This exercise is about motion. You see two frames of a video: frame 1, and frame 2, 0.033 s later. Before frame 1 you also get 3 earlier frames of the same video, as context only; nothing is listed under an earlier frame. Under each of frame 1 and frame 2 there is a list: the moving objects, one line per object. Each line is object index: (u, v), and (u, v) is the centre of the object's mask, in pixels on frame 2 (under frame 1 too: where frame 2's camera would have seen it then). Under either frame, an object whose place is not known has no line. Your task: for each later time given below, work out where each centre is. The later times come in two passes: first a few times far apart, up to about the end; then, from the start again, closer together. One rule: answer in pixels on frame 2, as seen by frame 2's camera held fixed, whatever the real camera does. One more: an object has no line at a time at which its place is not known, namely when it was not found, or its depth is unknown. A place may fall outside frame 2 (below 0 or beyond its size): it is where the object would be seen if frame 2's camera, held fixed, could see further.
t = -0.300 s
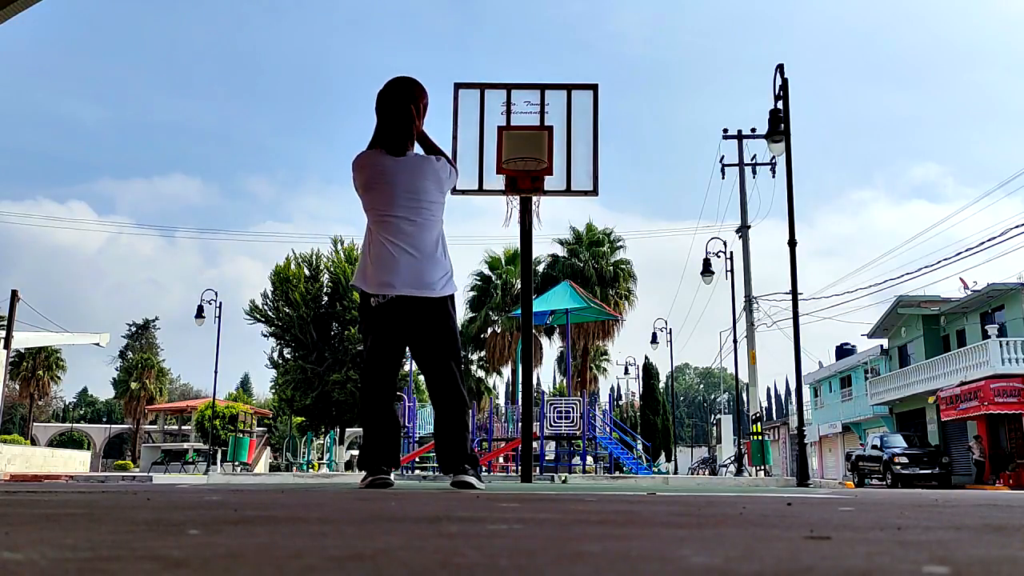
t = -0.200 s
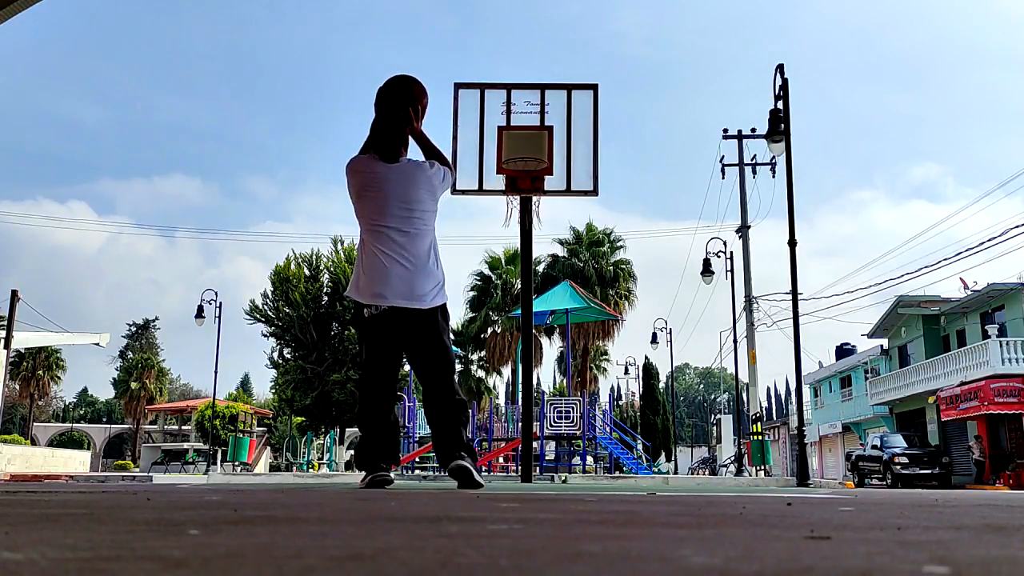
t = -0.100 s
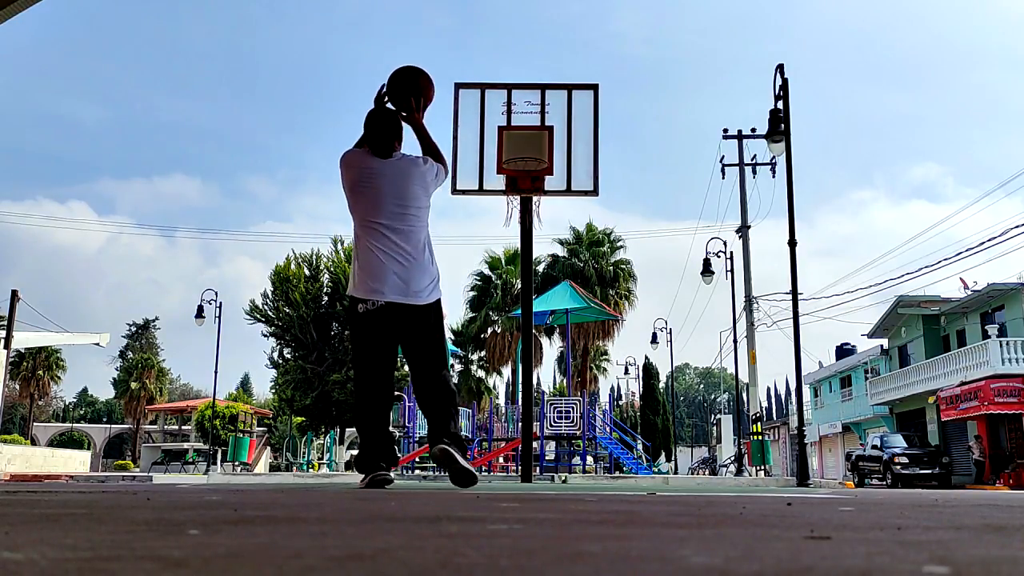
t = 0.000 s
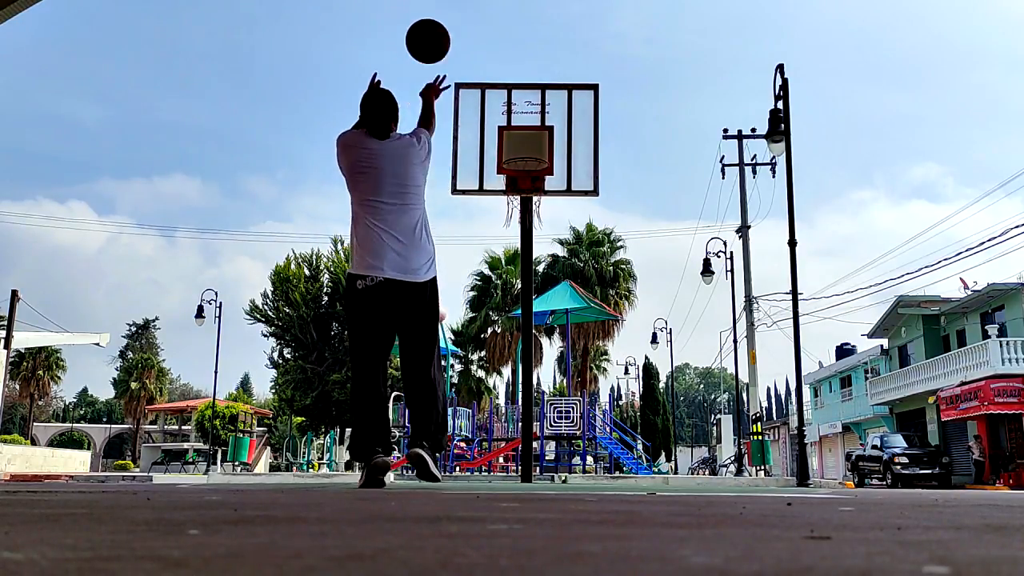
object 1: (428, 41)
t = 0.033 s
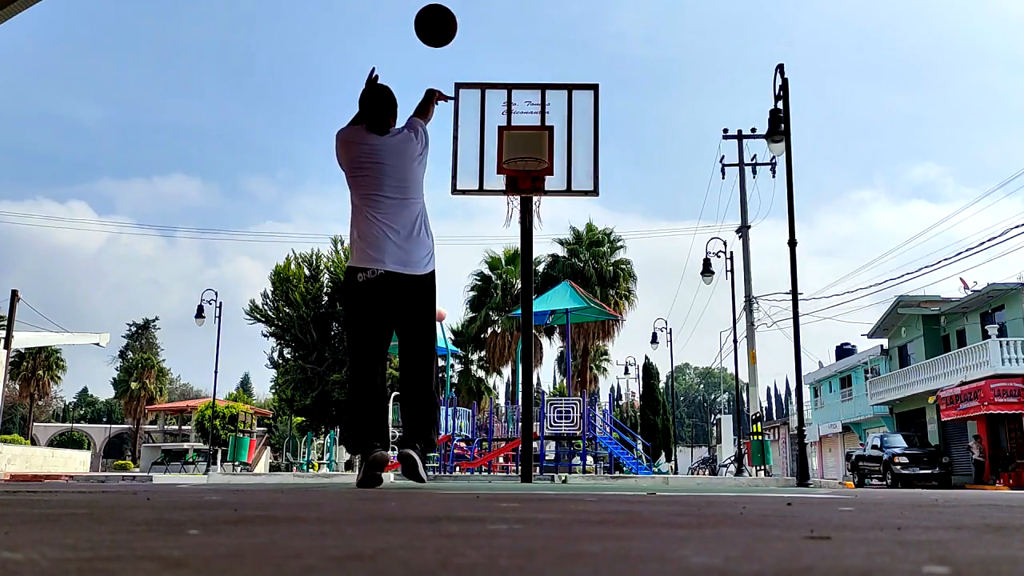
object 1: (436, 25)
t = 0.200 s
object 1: (468, 1)
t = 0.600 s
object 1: (516, 37)
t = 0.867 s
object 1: (537, 145)
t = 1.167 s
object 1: (533, 145)
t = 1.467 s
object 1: (579, 161)
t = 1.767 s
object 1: (629, 274)
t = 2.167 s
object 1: (691, 390)
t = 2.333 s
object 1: (707, 312)
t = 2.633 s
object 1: (740, 252)
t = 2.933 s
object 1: (780, 303)
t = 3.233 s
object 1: (831, 460)
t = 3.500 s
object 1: (856, 338)
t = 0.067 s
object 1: (443, 15)
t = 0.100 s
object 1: (450, 10)
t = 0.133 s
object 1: (456, 6)
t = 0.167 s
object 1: (462, 3)
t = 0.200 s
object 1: (468, 1)
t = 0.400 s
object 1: (495, 3)
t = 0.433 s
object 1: (499, 5)
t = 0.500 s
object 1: (506, 11)
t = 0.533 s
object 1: (510, 18)
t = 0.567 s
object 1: (513, 27)
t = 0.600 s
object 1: (516, 37)
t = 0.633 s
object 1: (519, 48)
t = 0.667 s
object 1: (522, 60)
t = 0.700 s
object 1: (525, 72)
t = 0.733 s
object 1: (527, 85)
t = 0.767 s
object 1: (530, 100)
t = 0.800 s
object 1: (532, 114)
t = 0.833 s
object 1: (535, 129)
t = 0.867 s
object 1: (537, 145)
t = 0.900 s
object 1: (537, 158)
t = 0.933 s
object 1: (531, 163)
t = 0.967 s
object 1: (523, 164)
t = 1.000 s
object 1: (515, 164)
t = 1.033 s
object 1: (514, 160)
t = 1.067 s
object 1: (516, 156)
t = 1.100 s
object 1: (522, 152)
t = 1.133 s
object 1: (528, 148)
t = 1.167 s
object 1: (533, 145)
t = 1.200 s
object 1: (538, 142)
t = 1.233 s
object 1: (543, 140)
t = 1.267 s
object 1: (548, 140)
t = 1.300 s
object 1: (553, 141)
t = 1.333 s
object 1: (558, 142)
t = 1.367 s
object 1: (564, 145)
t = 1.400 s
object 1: (569, 149)
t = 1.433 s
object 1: (574, 154)
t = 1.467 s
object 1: (579, 161)
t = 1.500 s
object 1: (585, 168)
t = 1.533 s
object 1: (590, 177)
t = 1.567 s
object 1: (595, 187)
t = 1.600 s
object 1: (600, 198)
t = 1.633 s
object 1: (606, 210)
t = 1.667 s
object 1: (612, 224)
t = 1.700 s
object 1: (618, 239)
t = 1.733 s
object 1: (623, 256)
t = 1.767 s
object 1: (629, 274)
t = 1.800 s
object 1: (635, 293)
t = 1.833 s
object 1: (641, 314)
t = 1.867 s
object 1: (647, 337)
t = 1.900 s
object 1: (653, 361)
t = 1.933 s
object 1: (659, 388)
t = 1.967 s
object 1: (667, 415)
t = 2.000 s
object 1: (673, 446)
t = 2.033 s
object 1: (679, 473)
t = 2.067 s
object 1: (683, 450)
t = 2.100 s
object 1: (686, 429)
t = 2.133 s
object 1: (689, 409)
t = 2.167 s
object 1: (691, 390)
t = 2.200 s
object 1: (694, 372)
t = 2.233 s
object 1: (697, 355)
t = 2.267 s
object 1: (701, 340)
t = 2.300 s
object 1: (704, 325)
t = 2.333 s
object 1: (707, 312)
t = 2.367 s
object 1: (710, 301)
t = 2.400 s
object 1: (714, 290)
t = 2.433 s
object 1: (717, 281)
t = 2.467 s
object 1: (721, 273)
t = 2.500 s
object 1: (725, 266)
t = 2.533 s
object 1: (728, 261)
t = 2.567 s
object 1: (732, 257)
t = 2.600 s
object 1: (736, 254)
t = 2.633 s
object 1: (740, 252)
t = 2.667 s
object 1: (744, 252)
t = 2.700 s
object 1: (748, 253)
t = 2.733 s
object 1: (752, 256)
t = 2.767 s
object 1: (757, 260)
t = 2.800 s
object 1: (761, 265)
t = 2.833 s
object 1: (766, 272)
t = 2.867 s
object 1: (771, 281)
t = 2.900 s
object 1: (775, 291)
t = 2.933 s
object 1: (780, 303)
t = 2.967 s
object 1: (785, 316)
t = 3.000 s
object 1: (791, 332)
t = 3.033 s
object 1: (797, 349)
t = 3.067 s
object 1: (802, 368)
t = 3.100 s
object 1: (808, 390)
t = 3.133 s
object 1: (814, 414)
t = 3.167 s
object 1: (821, 439)
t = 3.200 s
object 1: (827, 468)
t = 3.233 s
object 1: (831, 460)
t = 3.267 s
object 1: (834, 439)
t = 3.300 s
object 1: (837, 420)
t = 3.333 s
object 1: (839, 403)
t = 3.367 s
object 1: (843, 387)
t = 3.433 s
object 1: (849, 359)
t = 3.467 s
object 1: (853, 348)
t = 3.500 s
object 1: (856, 338)
